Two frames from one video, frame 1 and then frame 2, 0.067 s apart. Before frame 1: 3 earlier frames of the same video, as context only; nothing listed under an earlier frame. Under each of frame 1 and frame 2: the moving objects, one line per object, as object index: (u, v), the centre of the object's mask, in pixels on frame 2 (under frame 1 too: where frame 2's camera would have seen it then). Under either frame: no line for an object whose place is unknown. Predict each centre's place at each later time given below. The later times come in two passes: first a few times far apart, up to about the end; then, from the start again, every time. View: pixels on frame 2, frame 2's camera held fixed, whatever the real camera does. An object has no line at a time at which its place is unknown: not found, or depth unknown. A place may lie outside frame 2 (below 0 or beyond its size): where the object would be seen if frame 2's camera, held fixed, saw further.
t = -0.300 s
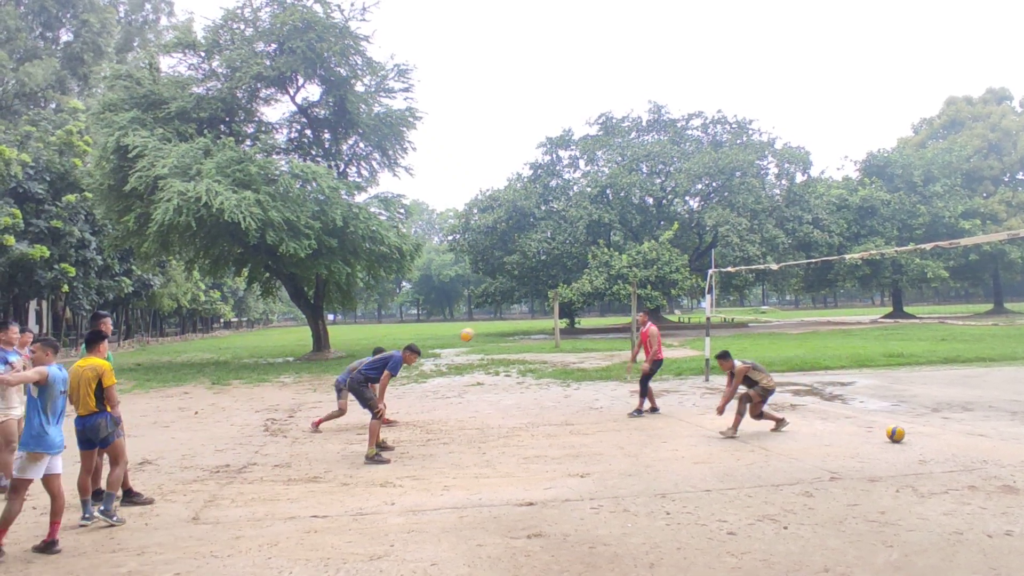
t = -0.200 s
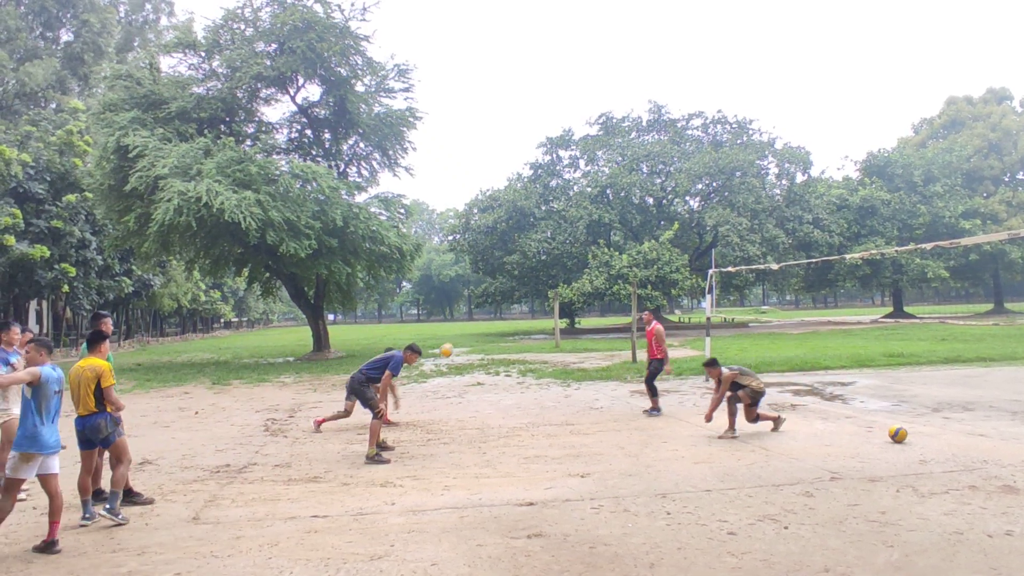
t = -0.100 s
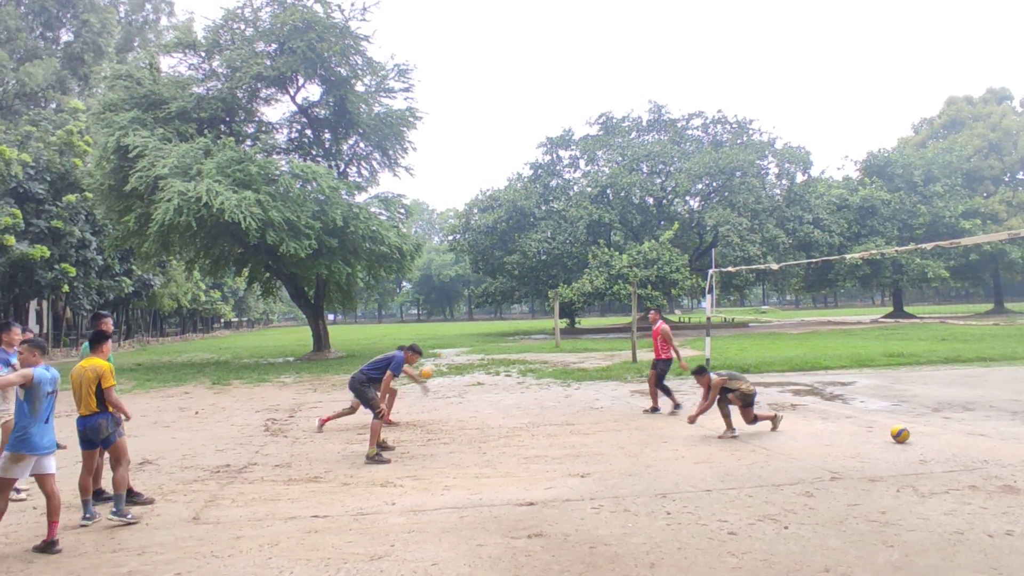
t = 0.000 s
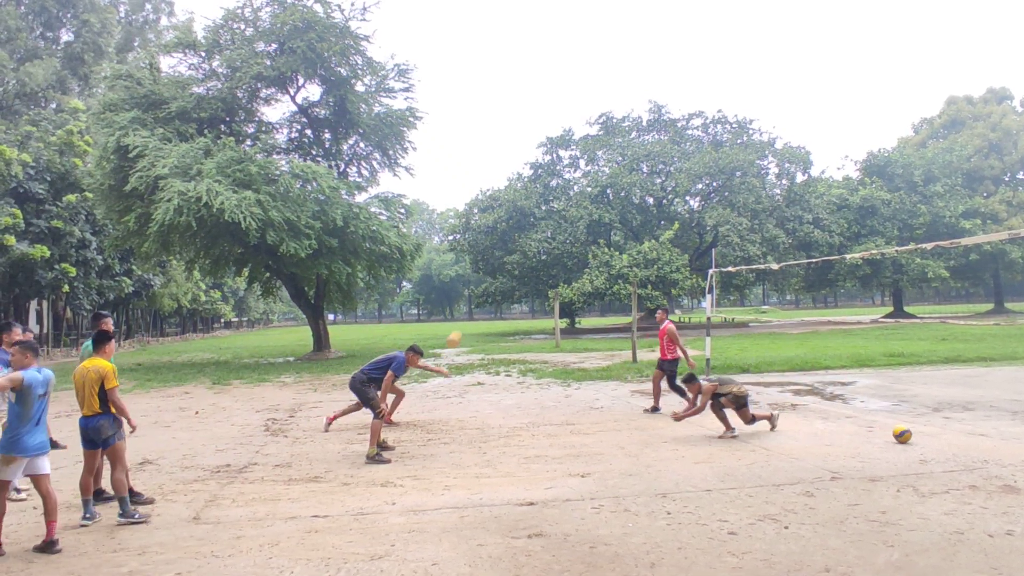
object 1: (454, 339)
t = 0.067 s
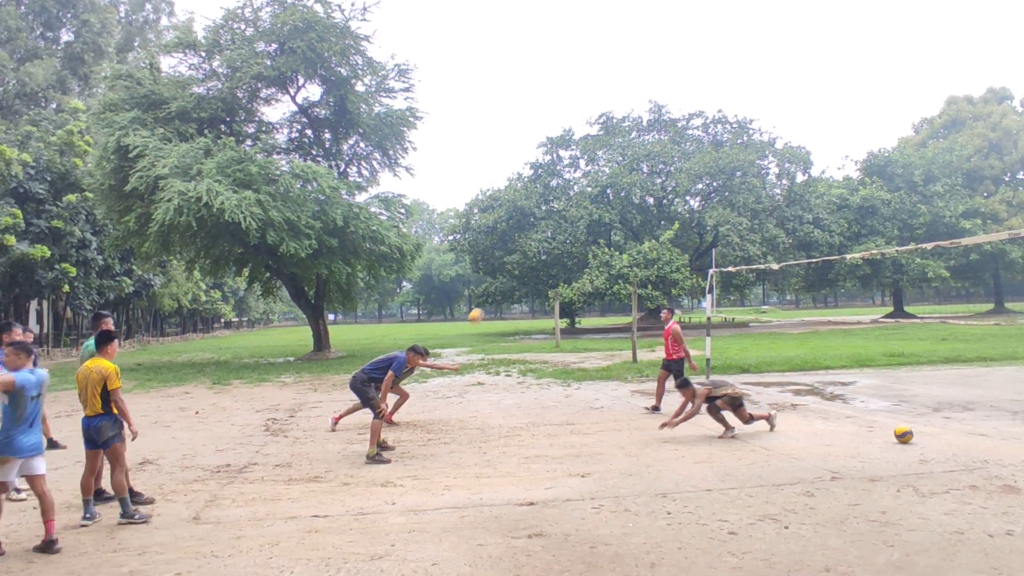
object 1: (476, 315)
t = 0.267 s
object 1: (539, 266)
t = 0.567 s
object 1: (633, 239)
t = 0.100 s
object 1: (486, 306)
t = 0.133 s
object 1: (497, 297)
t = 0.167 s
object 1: (507, 289)
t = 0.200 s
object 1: (518, 280)
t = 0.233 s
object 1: (529, 273)
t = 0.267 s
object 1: (539, 266)
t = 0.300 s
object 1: (550, 261)
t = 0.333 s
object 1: (561, 255)
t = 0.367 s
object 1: (572, 251)
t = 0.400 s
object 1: (581, 247)
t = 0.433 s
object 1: (592, 244)
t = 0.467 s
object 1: (602, 241)
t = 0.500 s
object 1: (613, 240)
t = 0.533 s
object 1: (622, 239)
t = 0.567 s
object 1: (633, 239)
